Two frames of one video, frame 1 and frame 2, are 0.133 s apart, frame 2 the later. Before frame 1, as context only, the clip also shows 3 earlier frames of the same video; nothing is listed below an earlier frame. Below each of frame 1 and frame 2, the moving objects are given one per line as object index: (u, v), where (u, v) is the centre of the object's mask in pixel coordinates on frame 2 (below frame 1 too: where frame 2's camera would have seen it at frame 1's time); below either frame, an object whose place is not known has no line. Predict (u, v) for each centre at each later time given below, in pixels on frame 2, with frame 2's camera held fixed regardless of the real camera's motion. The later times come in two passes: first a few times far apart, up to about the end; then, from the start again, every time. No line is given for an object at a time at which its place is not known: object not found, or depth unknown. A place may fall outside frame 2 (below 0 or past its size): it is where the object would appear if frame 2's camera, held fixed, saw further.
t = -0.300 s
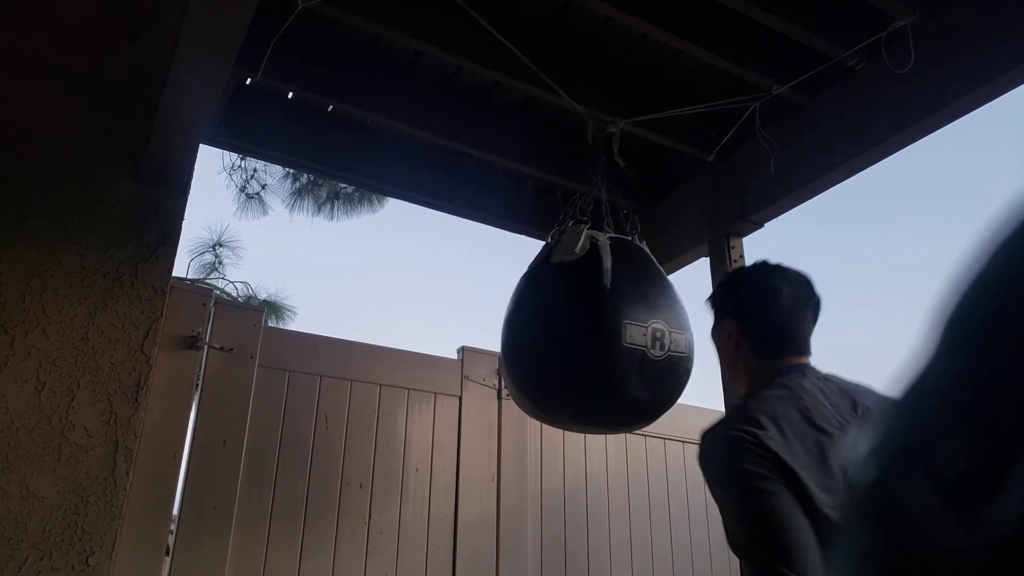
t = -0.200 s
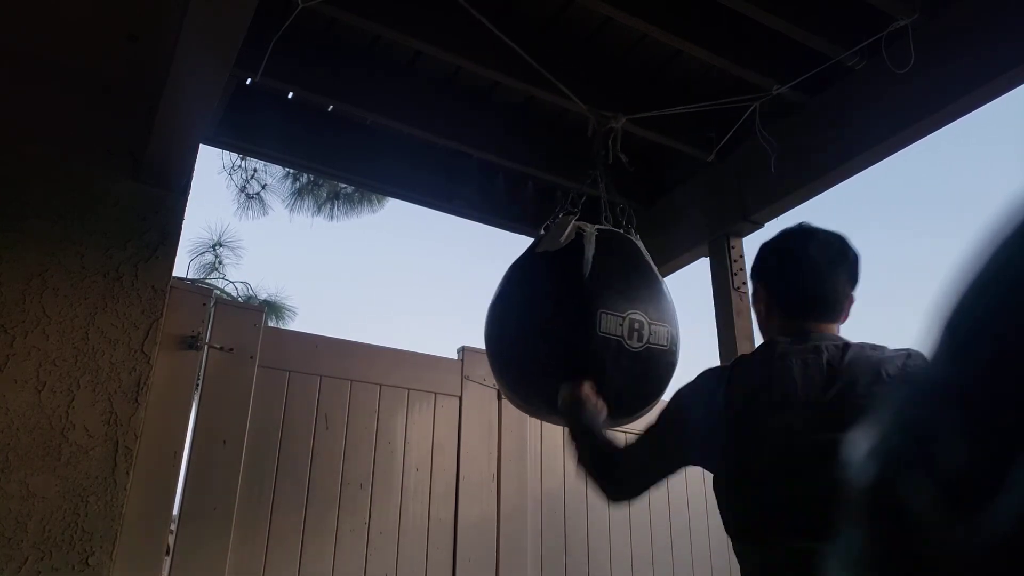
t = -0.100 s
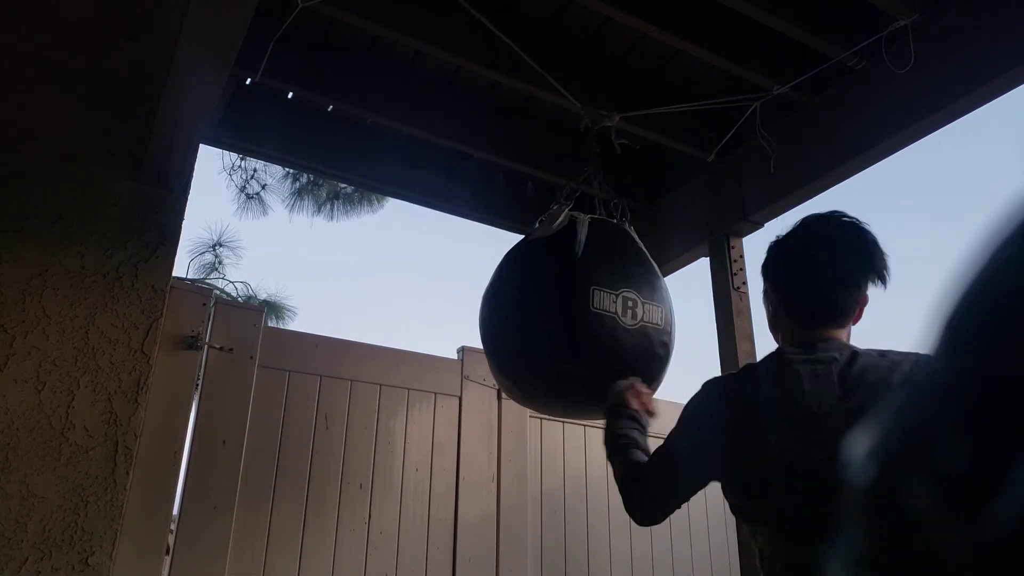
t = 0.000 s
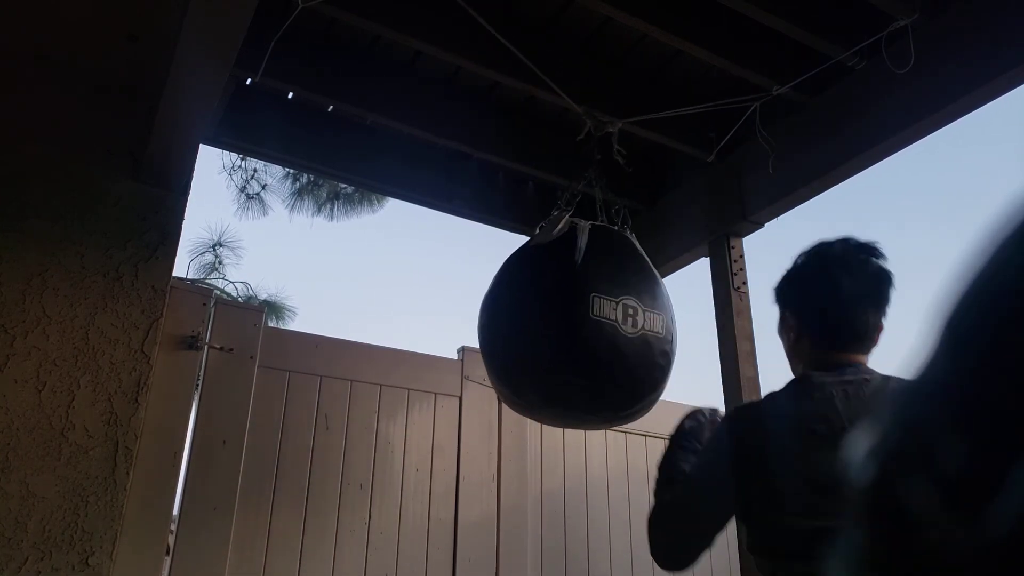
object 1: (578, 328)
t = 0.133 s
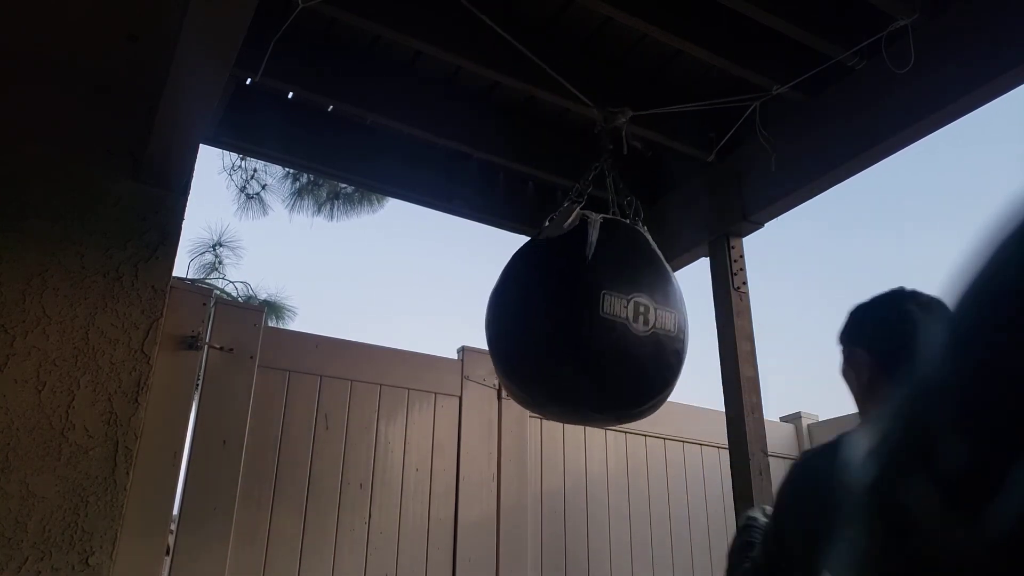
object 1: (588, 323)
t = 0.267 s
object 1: (605, 319)
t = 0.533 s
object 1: (649, 307)
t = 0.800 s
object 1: (673, 301)
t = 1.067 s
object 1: (654, 312)
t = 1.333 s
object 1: (610, 325)
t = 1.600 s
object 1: (578, 329)
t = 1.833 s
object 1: (579, 330)
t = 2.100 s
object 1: (610, 326)
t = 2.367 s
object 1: (653, 312)
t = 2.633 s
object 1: (671, 299)
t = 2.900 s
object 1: (648, 304)
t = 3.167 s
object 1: (606, 318)
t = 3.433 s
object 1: (582, 328)
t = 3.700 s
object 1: (589, 333)
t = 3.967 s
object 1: (620, 329)
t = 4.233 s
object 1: (650, 314)
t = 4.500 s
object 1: (658, 298)
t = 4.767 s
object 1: (639, 300)
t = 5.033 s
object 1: (611, 316)
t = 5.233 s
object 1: (599, 328)
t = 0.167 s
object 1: (591, 320)
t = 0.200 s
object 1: (596, 318)
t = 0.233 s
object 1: (600, 319)
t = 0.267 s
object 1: (605, 319)
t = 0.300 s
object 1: (611, 319)
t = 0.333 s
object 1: (616, 318)
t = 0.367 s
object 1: (622, 315)
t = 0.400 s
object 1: (628, 312)
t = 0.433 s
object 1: (634, 309)
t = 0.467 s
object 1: (639, 308)
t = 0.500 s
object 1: (644, 307)
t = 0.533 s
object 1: (649, 307)
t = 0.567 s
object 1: (655, 306)
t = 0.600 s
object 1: (659, 304)
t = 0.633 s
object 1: (663, 302)
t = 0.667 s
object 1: (667, 300)
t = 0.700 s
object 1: (669, 299)
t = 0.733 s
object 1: (671, 299)
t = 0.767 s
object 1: (672, 300)
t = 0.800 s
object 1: (673, 301)
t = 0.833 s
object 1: (673, 302)
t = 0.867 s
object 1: (672, 302)
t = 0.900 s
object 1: (671, 302)
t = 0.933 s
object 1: (669, 303)
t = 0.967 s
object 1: (666, 305)
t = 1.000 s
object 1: (663, 307)
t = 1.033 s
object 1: (659, 309)
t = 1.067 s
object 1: (654, 312)
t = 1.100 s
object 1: (649, 314)
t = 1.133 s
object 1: (643, 316)
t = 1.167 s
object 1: (638, 317)
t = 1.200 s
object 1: (633, 318)
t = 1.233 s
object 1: (627, 320)
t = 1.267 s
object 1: (621, 322)
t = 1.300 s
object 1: (616, 324)
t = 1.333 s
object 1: (610, 325)
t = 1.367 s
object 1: (604, 326)
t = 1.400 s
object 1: (599, 327)
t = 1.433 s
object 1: (594, 327)
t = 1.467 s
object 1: (590, 328)
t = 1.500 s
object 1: (586, 328)
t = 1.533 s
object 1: (583, 329)
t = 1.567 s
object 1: (580, 329)
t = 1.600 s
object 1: (578, 329)
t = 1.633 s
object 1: (576, 329)
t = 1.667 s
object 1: (575, 329)
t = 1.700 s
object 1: (574, 330)
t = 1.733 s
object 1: (574, 330)
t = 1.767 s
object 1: (575, 330)
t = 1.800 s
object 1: (577, 330)
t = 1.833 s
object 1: (579, 330)
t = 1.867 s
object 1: (581, 329)
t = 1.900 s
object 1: (584, 329)
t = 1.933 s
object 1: (587, 329)
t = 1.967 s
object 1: (591, 330)
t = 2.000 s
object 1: (595, 330)
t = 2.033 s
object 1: (599, 329)
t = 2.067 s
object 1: (605, 328)
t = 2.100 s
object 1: (610, 326)
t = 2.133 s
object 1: (615, 325)
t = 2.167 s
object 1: (621, 324)
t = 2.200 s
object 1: (627, 322)
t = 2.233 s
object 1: (632, 321)
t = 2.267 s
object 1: (638, 319)
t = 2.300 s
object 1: (643, 317)
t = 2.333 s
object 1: (648, 315)
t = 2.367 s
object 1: (653, 312)
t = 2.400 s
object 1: (657, 310)
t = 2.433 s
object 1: (661, 308)
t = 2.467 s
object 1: (664, 306)
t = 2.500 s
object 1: (667, 304)
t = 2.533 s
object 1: (669, 303)
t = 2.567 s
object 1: (670, 301)
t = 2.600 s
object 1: (671, 300)
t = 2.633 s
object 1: (671, 299)
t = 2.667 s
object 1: (670, 299)
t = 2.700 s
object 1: (669, 299)
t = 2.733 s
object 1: (667, 299)
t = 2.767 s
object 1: (664, 300)
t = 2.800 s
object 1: (661, 301)
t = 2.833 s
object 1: (657, 301)
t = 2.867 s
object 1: (653, 302)
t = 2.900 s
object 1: (648, 304)
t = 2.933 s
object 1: (643, 306)
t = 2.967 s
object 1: (638, 308)
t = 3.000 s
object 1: (633, 310)
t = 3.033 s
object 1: (627, 311)
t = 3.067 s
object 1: (622, 313)
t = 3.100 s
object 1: (616, 315)
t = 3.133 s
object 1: (611, 316)
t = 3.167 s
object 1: (606, 318)
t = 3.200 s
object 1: (601, 320)
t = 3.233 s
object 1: (597, 322)
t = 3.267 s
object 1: (593, 323)
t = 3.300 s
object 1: (590, 324)
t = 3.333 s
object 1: (587, 325)
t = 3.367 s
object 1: (585, 326)
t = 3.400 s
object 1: (583, 327)
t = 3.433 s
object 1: (582, 328)
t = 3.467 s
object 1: (581, 329)
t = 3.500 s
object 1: (580, 330)
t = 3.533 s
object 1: (581, 331)
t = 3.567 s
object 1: (581, 331)
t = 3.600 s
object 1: (583, 331)
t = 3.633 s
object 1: (584, 332)
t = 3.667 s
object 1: (587, 332)
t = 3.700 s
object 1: (589, 333)
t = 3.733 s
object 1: (592, 333)
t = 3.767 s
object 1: (595, 333)
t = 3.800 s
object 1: (599, 333)
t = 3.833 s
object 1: (603, 332)
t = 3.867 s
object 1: (607, 331)
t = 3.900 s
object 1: (611, 331)
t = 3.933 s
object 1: (615, 330)
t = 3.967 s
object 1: (620, 329)
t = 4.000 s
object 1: (624, 327)
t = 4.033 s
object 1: (629, 326)
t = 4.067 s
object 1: (633, 324)
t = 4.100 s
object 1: (637, 322)
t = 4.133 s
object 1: (641, 320)
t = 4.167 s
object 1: (644, 318)
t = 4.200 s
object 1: (648, 316)
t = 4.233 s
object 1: (650, 314)
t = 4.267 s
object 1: (653, 311)
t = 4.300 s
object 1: (655, 309)
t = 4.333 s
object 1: (657, 307)
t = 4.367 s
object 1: (658, 305)
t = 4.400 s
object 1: (659, 303)
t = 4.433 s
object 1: (659, 301)
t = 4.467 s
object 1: (659, 300)
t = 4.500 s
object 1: (658, 298)
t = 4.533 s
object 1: (657, 297)
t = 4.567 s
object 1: (656, 297)
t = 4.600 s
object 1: (654, 296)
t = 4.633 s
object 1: (651, 296)
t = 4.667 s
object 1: (648, 296)
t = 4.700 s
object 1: (645, 297)
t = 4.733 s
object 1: (642, 298)
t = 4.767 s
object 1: (639, 300)
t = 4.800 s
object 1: (635, 301)
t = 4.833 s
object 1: (632, 303)
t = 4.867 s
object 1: (628, 305)
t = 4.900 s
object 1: (624, 307)
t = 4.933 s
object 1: (621, 309)
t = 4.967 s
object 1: (617, 312)
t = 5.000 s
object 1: (614, 314)
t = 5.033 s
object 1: (611, 316)
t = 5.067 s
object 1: (608, 318)
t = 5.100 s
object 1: (606, 320)
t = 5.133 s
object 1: (604, 322)
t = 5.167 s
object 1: (602, 324)
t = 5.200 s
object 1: (600, 326)
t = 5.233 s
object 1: (599, 328)
